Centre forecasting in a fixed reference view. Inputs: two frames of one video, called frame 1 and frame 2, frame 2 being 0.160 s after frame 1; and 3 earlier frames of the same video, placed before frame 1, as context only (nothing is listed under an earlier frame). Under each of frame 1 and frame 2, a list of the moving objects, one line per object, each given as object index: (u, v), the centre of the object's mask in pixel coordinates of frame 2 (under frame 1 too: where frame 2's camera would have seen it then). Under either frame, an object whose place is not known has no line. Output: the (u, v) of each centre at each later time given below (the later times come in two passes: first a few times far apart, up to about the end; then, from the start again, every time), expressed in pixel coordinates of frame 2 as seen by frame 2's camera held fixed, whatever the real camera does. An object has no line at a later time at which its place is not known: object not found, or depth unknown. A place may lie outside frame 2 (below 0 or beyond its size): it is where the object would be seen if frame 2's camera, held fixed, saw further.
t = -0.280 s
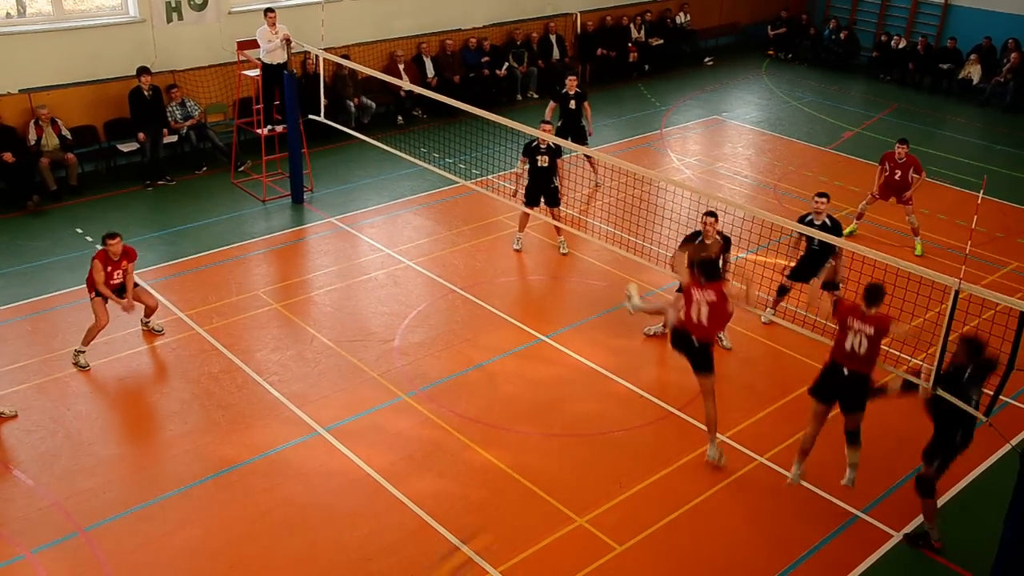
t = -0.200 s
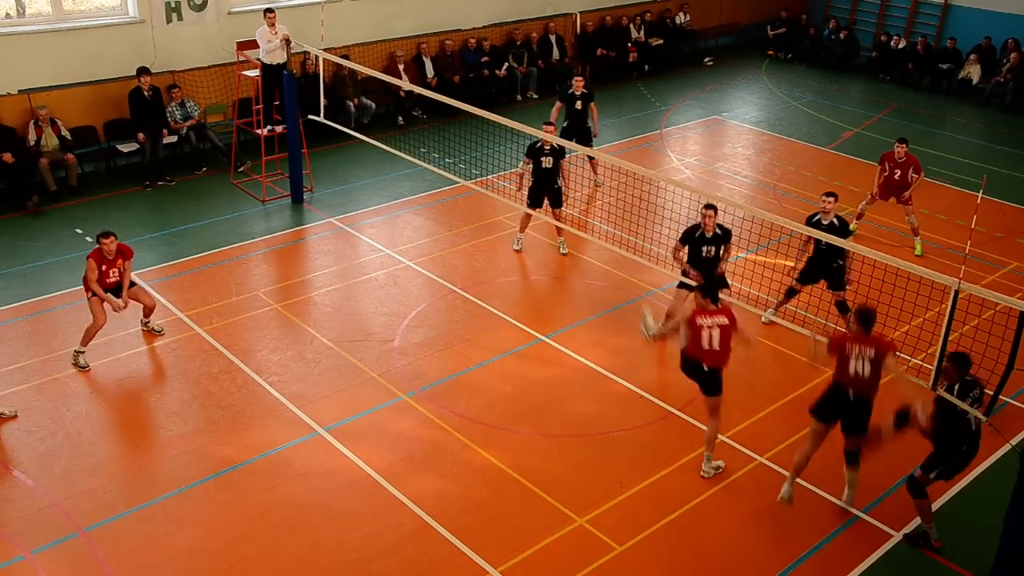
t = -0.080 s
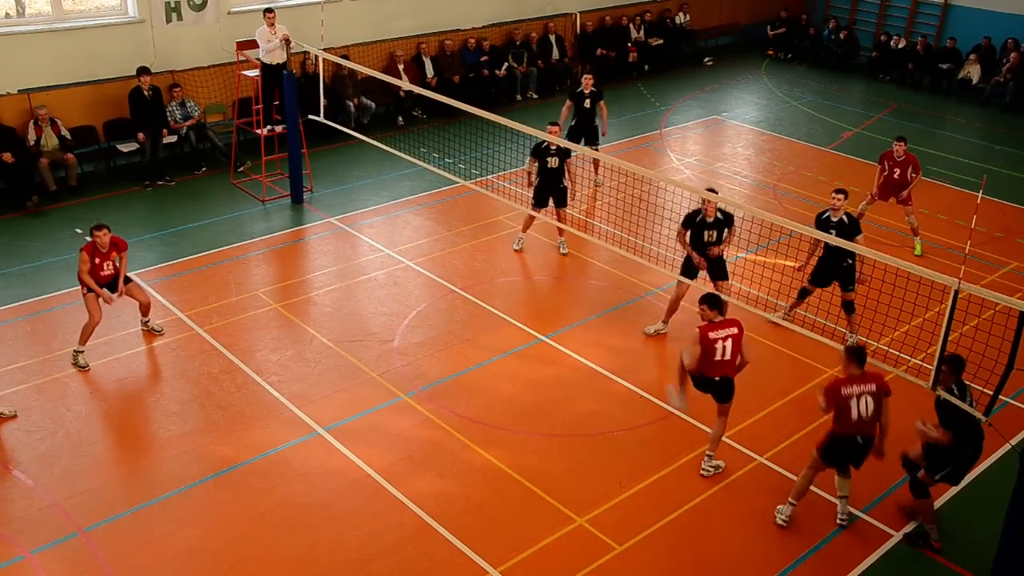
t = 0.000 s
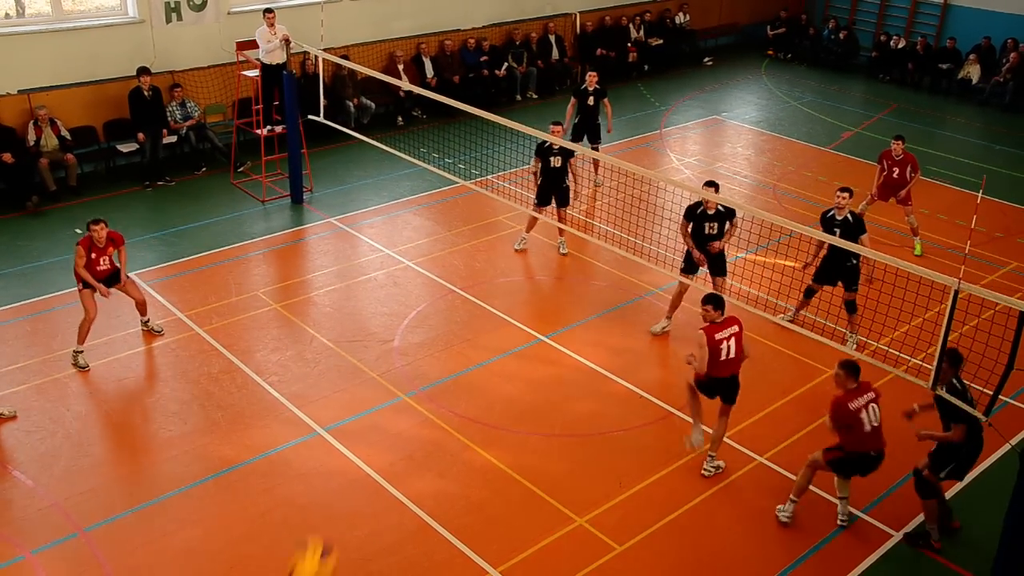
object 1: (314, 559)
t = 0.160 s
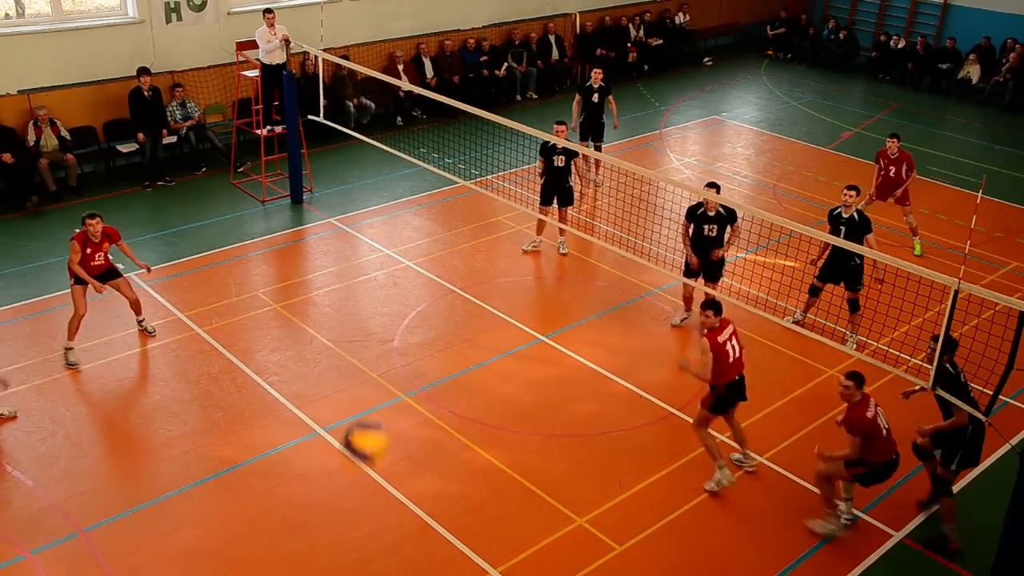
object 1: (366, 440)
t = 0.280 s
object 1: (406, 378)
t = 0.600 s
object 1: (498, 344)
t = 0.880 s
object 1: (551, 435)
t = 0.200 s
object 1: (380, 417)
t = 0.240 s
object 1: (393, 396)
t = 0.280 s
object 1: (406, 378)
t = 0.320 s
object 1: (418, 365)
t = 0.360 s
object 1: (430, 354)
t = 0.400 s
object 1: (442, 345)
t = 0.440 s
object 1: (454, 339)
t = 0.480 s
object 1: (465, 336)
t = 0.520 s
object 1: (476, 337)
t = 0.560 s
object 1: (487, 340)
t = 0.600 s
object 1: (498, 344)
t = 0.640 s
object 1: (506, 352)
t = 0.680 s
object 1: (515, 361)
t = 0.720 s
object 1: (524, 373)
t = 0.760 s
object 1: (532, 387)
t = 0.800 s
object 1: (539, 402)
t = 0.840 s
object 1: (547, 419)
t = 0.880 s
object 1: (551, 435)
